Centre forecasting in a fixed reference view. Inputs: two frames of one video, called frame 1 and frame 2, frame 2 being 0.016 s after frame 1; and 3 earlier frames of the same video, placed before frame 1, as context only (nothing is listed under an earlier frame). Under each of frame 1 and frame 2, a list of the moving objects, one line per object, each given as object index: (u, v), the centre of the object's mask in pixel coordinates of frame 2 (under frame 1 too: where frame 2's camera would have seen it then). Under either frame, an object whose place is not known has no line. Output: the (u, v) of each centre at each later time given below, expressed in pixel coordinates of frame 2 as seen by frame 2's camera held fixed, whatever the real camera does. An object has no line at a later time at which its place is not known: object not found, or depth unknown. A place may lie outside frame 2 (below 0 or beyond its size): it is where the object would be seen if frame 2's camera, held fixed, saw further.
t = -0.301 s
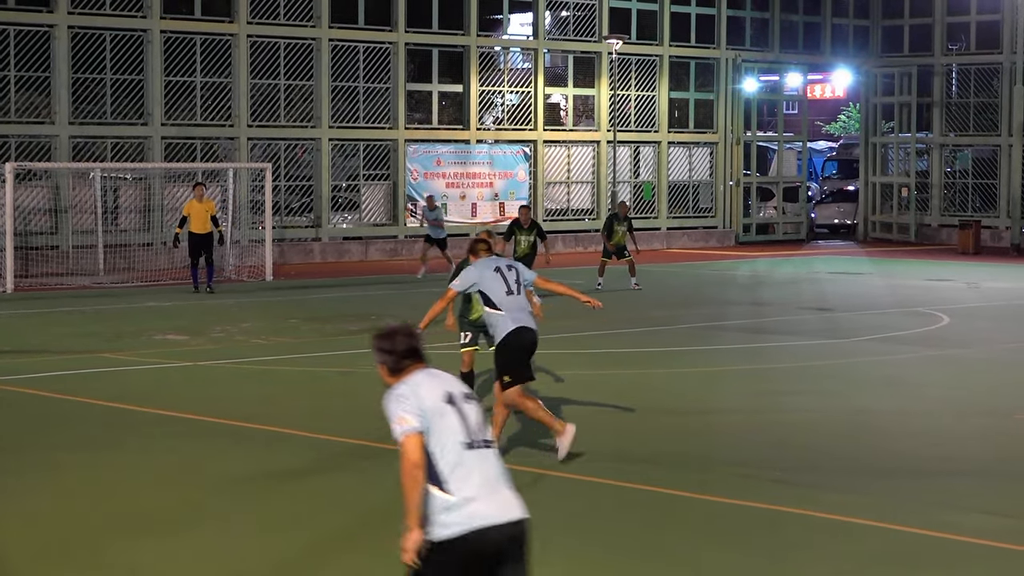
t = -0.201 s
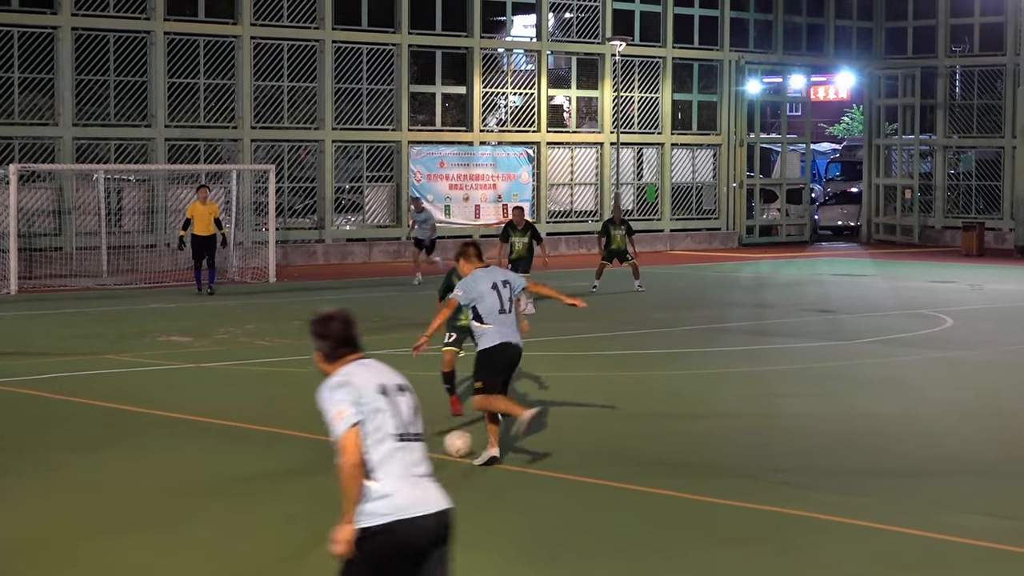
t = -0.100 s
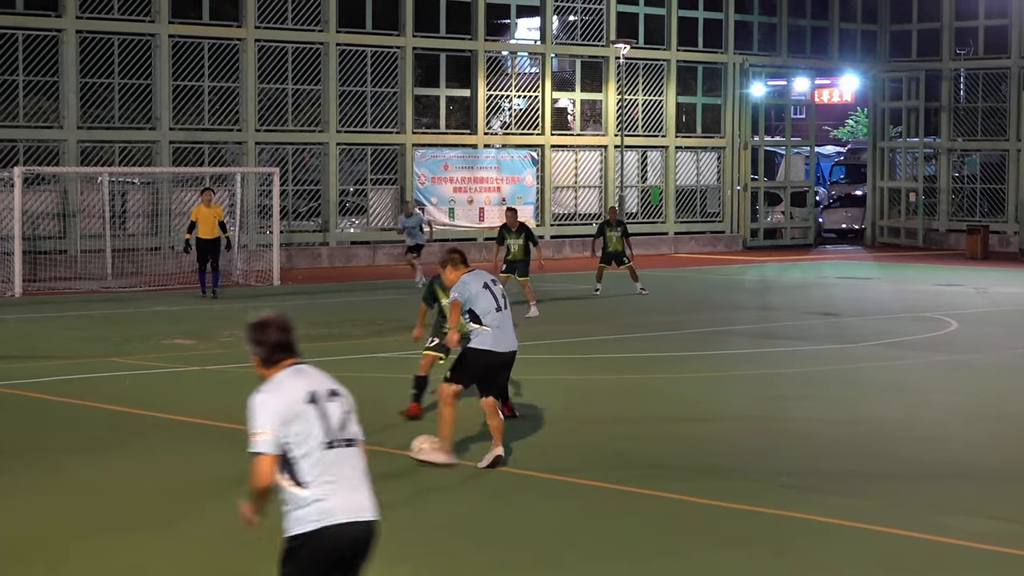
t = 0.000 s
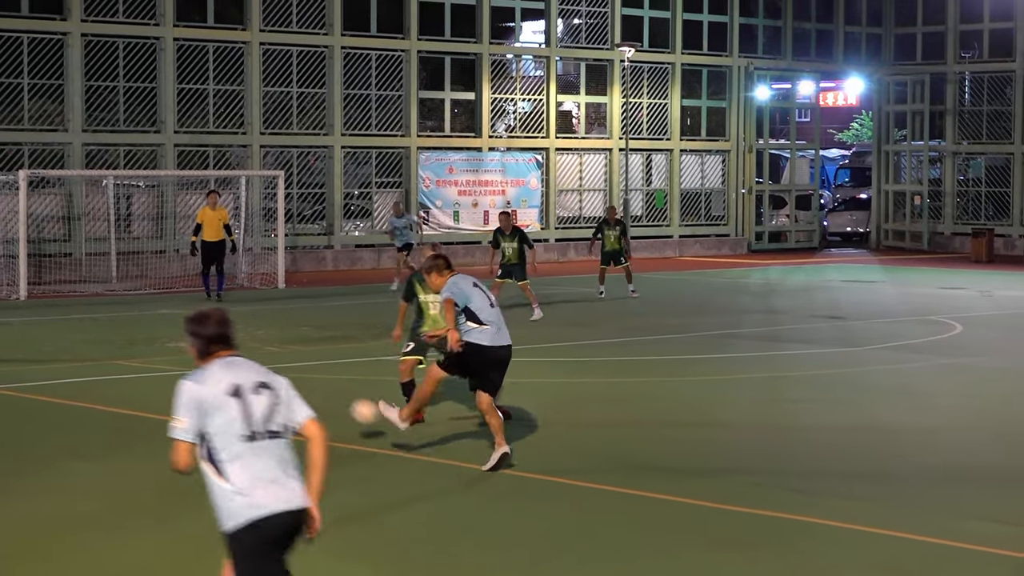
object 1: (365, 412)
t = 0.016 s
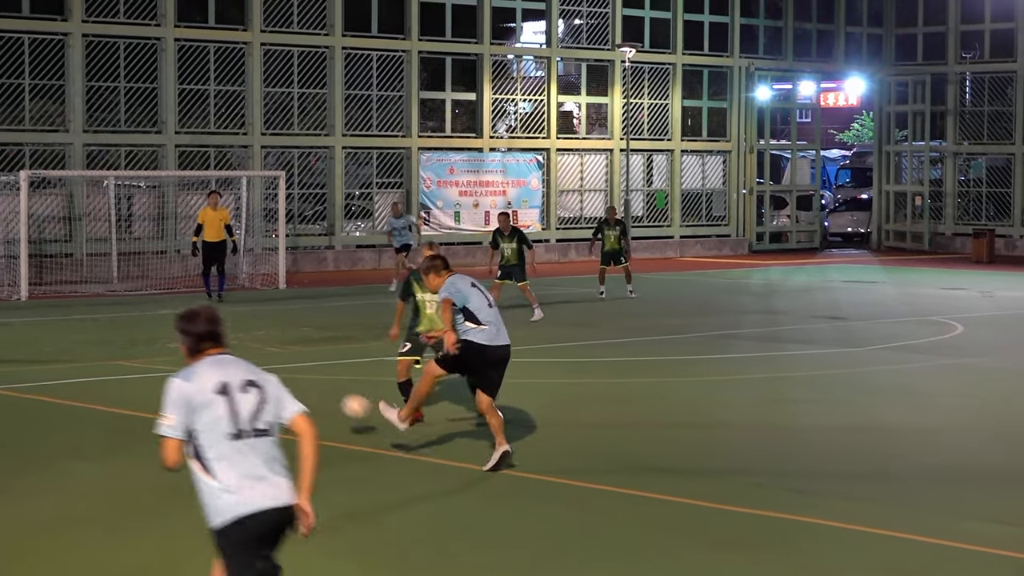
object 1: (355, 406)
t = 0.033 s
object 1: (345, 401)
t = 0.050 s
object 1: (336, 396)
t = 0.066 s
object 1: (326, 392)
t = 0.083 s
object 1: (317, 388)
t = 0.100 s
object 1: (308, 384)
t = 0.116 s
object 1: (300, 381)
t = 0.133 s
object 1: (292, 379)
